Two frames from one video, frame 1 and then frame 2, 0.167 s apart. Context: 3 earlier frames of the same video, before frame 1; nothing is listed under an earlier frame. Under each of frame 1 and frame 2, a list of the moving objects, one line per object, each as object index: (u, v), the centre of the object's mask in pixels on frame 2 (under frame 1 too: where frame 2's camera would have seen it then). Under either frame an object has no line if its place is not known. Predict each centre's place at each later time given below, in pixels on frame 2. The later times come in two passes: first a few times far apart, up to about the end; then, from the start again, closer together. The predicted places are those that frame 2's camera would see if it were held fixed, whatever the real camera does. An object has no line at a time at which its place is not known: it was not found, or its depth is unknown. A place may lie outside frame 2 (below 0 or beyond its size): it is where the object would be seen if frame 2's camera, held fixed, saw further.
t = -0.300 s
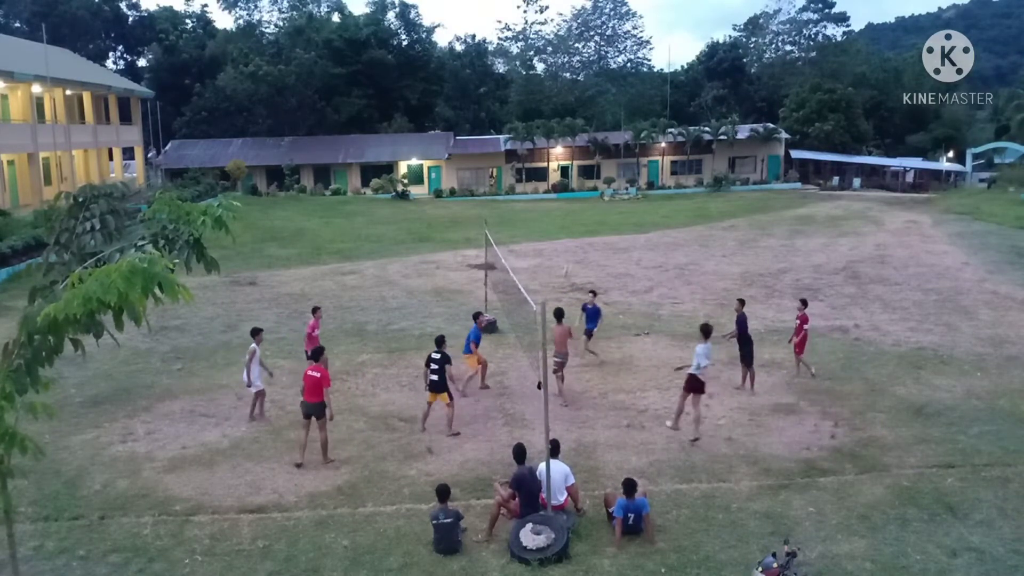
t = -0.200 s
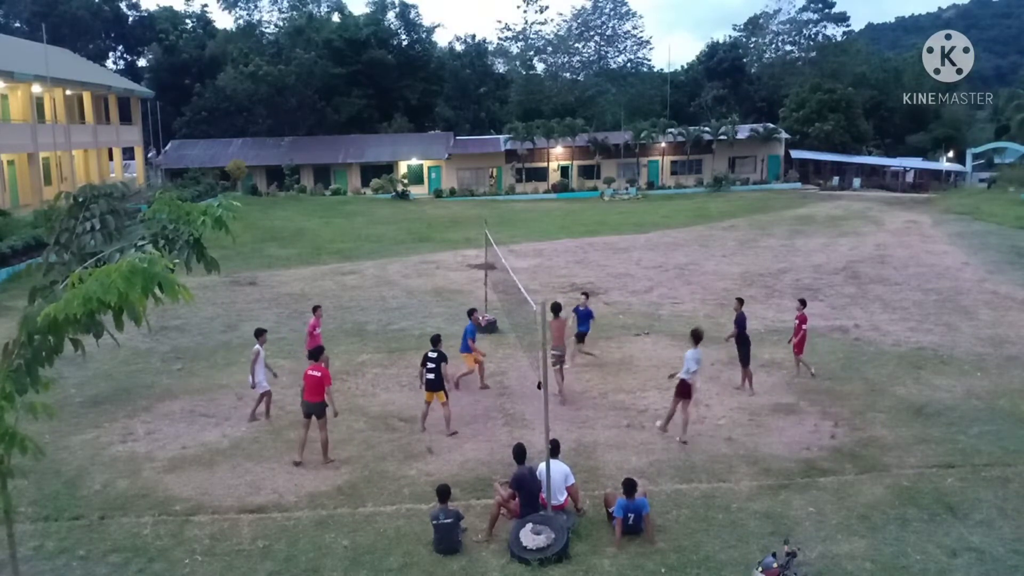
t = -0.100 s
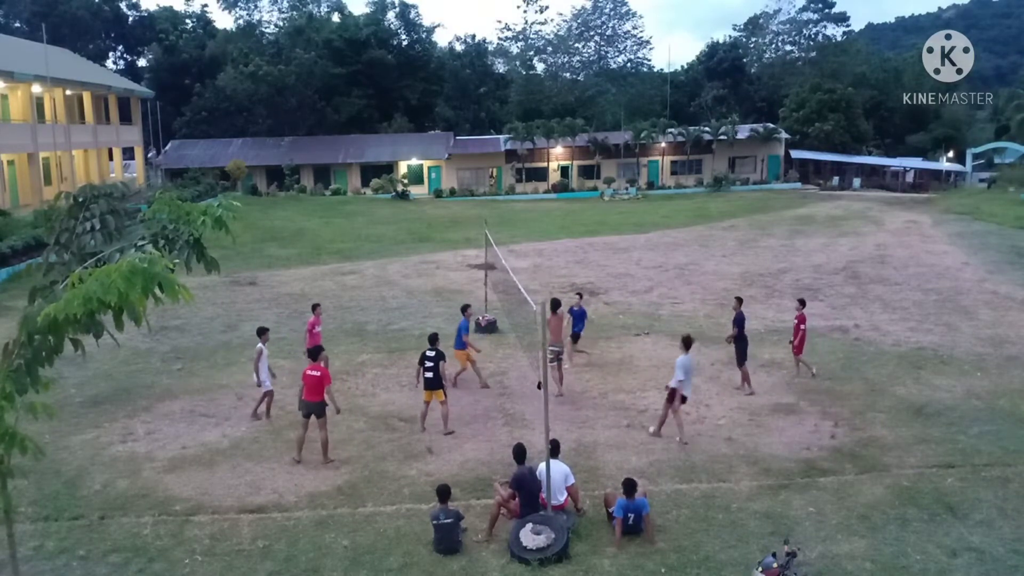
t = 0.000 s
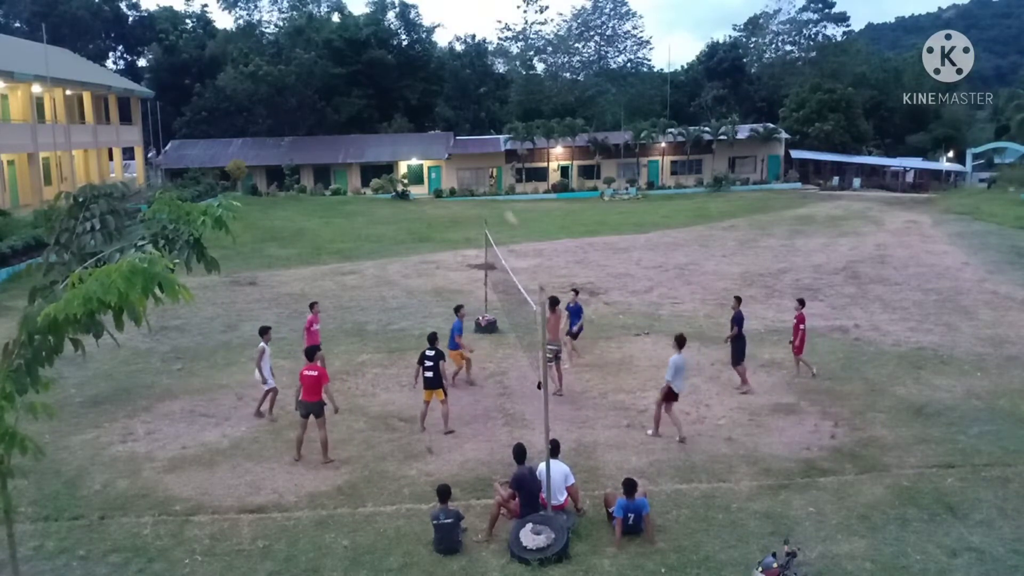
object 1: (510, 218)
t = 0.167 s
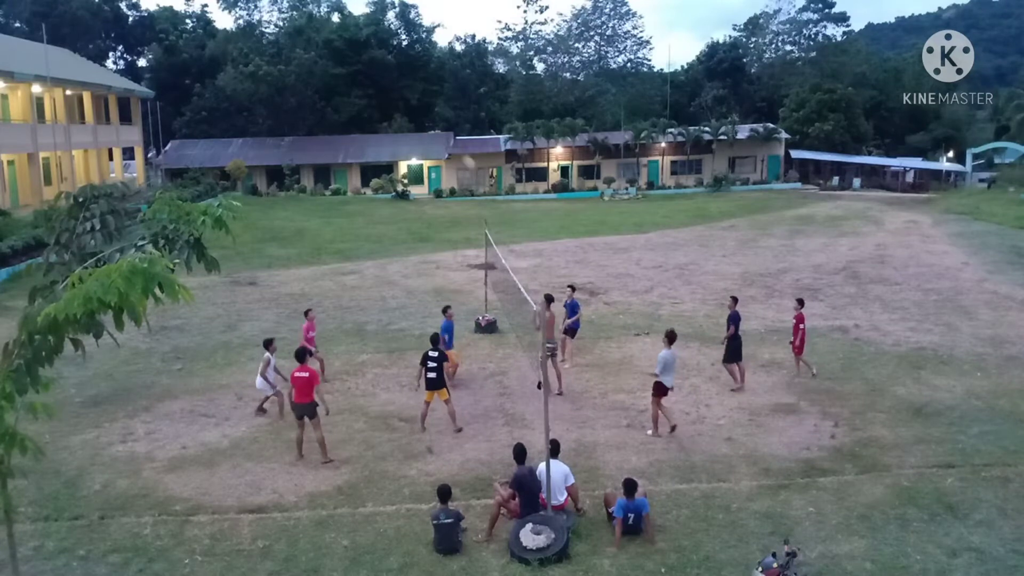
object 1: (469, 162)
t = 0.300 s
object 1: (435, 129)
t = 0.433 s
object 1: (403, 107)
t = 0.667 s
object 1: (347, 93)
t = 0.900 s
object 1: (295, 112)
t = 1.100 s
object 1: (253, 153)
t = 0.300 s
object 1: (435, 129)
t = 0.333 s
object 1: (428, 124)
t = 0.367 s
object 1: (419, 117)
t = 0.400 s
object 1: (411, 112)
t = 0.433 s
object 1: (403, 107)
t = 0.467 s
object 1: (395, 103)
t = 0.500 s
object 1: (387, 100)
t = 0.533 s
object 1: (379, 97)
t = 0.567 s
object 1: (371, 95)
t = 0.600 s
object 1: (363, 93)
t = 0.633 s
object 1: (355, 93)
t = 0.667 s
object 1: (347, 93)
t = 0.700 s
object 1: (339, 92)
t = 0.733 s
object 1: (332, 95)
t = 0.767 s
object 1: (324, 97)
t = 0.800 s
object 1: (316, 100)
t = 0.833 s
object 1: (309, 103)
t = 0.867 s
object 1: (301, 107)
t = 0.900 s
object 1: (295, 112)
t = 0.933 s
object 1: (287, 118)
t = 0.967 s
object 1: (280, 124)
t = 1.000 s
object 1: (274, 130)
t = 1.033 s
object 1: (267, 137)
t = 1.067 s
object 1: (259, 144)
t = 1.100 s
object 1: (253, 153)
